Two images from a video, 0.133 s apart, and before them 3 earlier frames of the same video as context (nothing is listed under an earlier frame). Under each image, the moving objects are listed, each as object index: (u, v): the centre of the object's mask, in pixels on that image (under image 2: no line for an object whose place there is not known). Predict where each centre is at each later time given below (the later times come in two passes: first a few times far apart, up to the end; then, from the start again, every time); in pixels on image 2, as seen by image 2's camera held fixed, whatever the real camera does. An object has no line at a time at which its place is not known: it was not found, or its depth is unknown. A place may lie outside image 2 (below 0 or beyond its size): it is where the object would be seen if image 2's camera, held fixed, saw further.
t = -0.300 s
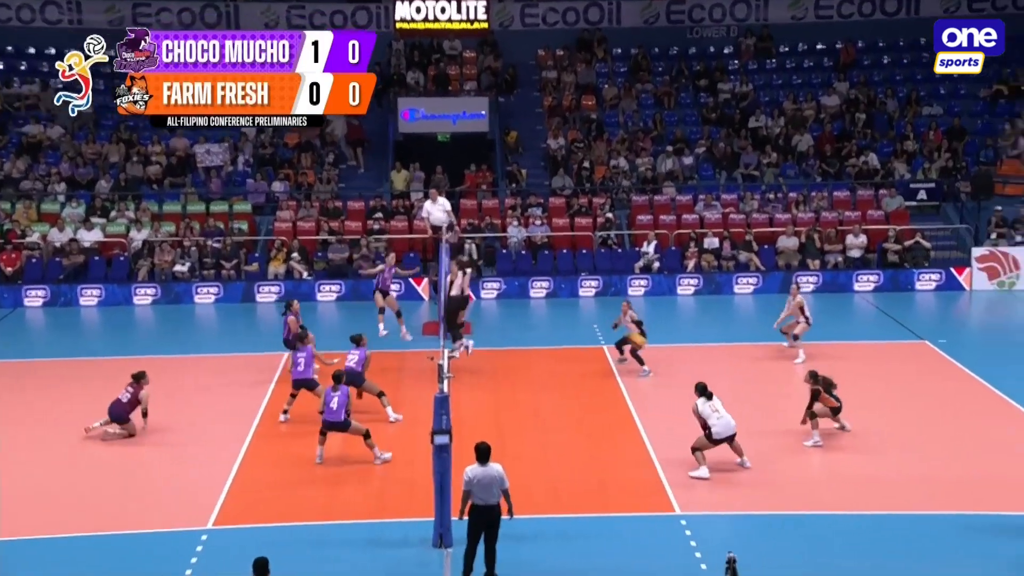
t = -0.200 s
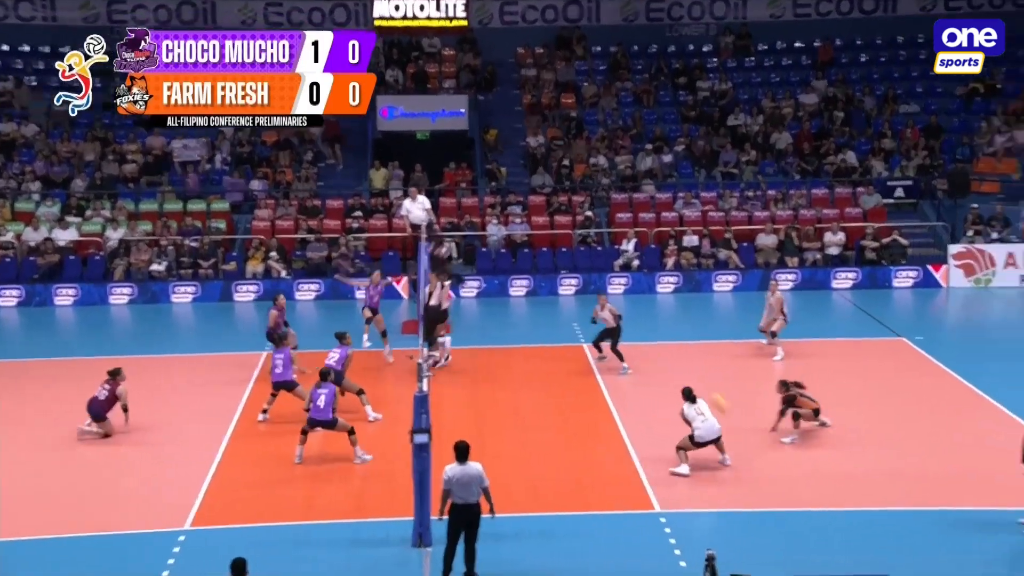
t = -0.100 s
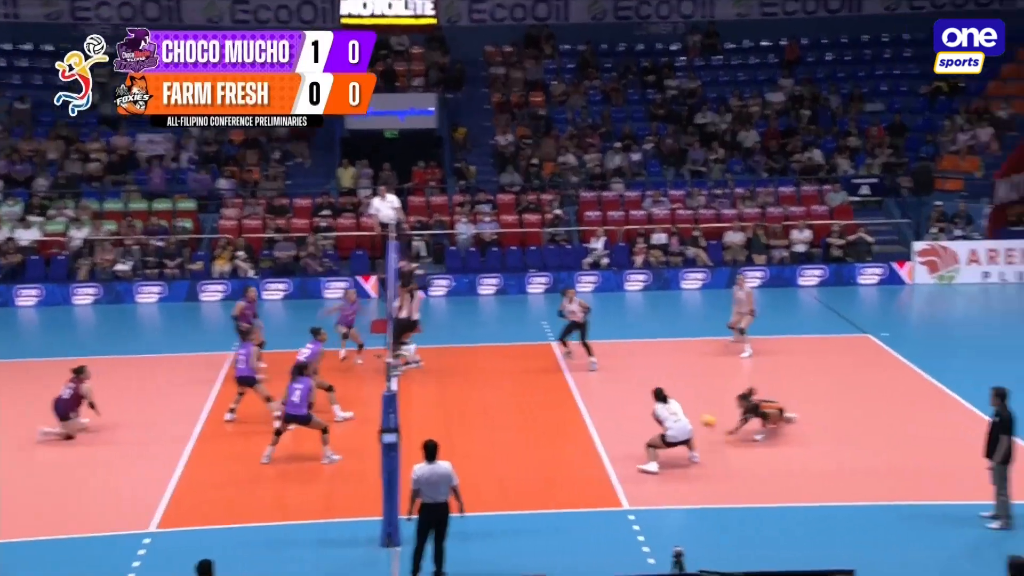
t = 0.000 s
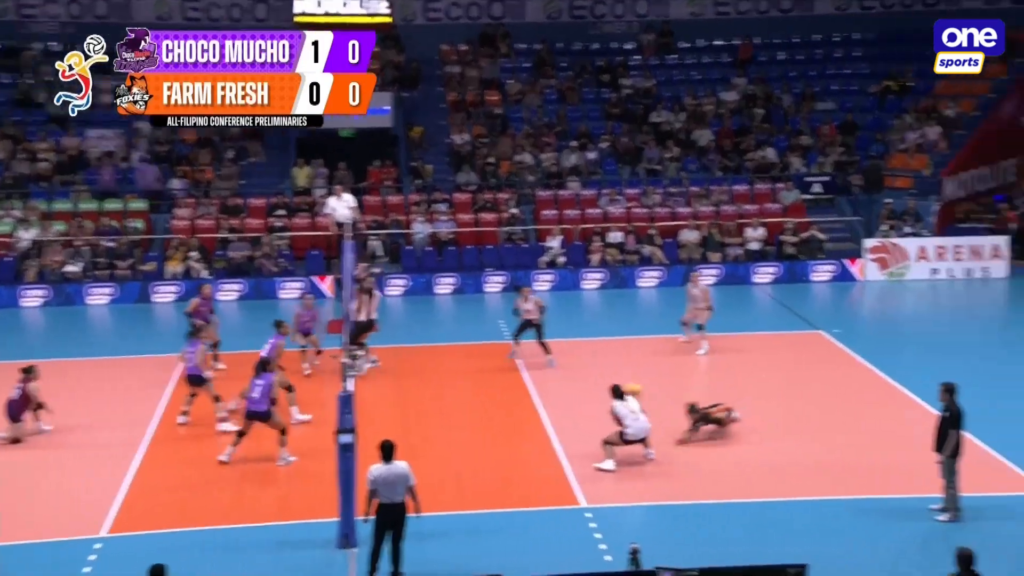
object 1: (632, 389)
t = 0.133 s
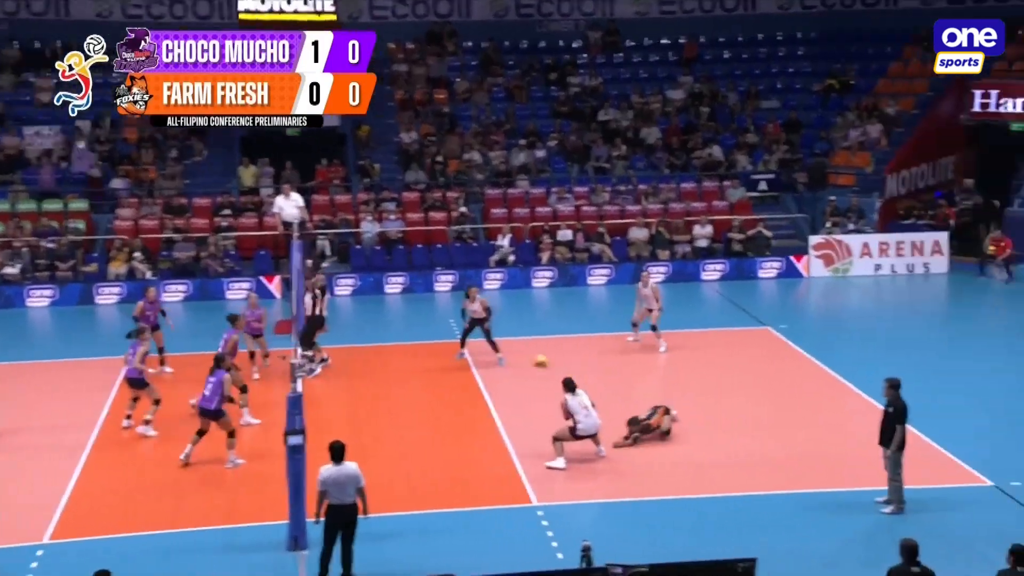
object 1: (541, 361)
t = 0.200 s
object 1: (517, 353)
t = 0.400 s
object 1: (448, 349)
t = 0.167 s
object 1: (529, 357)
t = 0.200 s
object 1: (517, 353)
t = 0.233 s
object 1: (507, 350)
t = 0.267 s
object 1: (496, 350)
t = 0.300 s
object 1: (484, 347)
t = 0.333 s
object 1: (472, 347)
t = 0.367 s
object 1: (461, 348)
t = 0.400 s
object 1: (448, 349)
